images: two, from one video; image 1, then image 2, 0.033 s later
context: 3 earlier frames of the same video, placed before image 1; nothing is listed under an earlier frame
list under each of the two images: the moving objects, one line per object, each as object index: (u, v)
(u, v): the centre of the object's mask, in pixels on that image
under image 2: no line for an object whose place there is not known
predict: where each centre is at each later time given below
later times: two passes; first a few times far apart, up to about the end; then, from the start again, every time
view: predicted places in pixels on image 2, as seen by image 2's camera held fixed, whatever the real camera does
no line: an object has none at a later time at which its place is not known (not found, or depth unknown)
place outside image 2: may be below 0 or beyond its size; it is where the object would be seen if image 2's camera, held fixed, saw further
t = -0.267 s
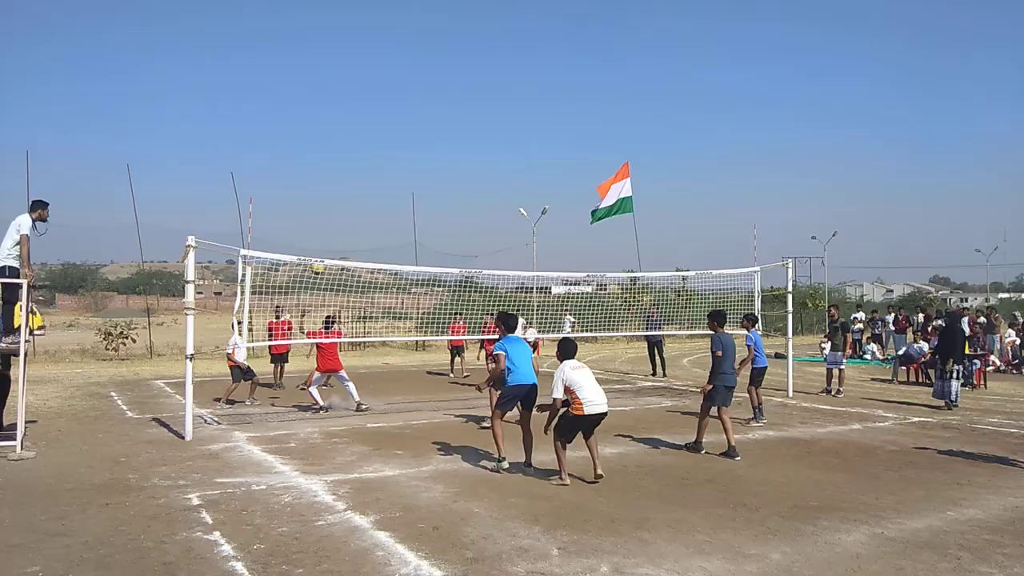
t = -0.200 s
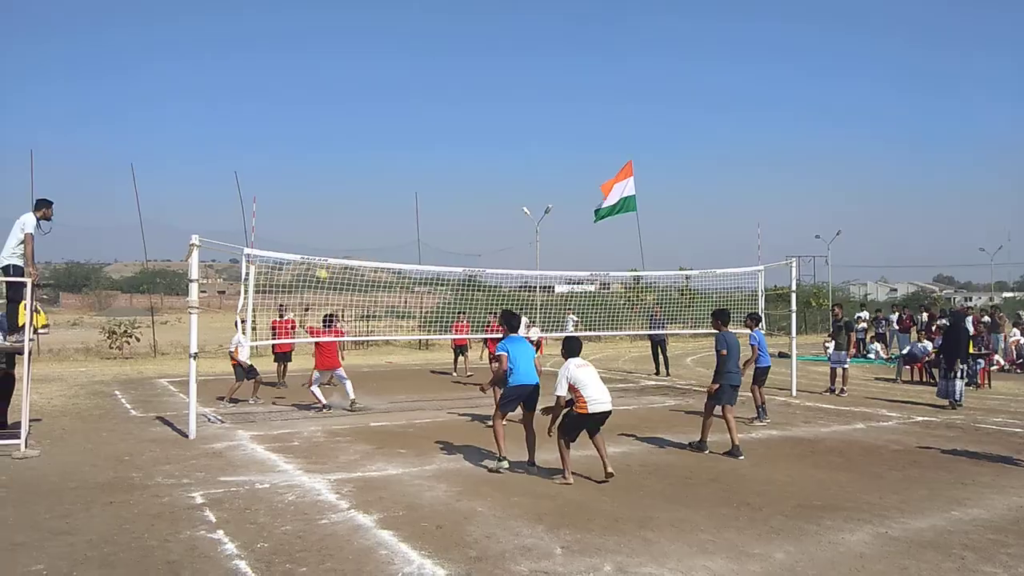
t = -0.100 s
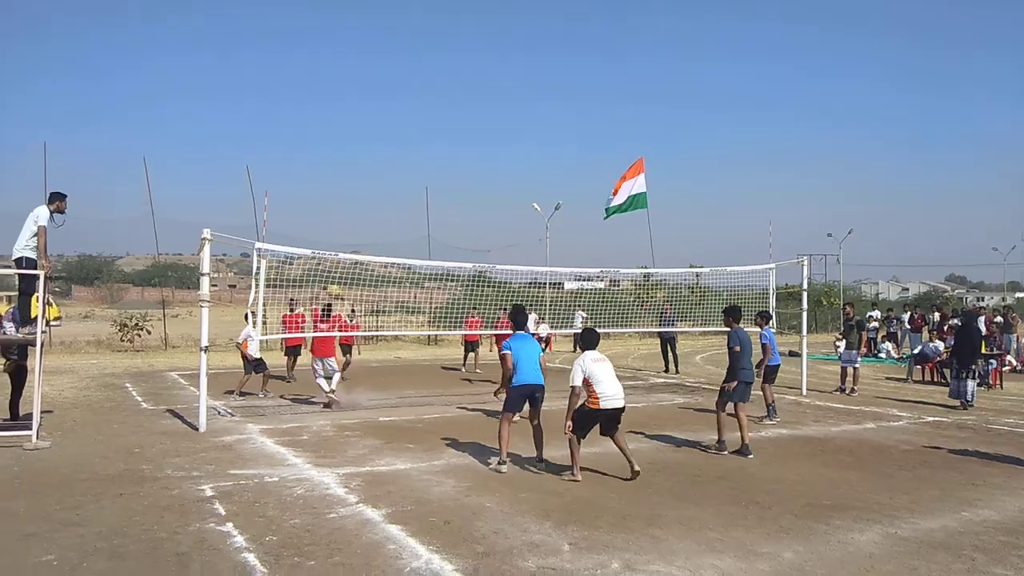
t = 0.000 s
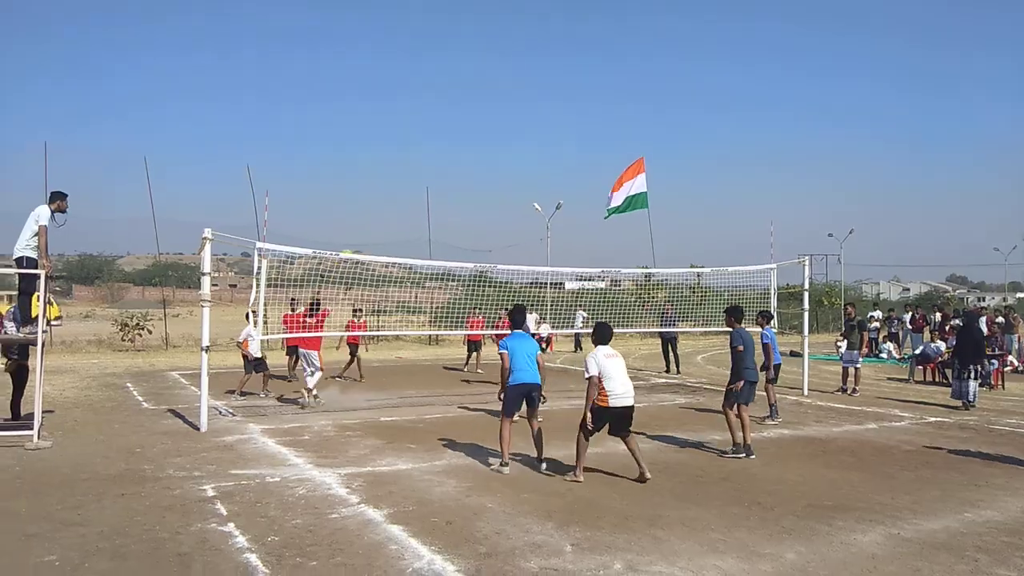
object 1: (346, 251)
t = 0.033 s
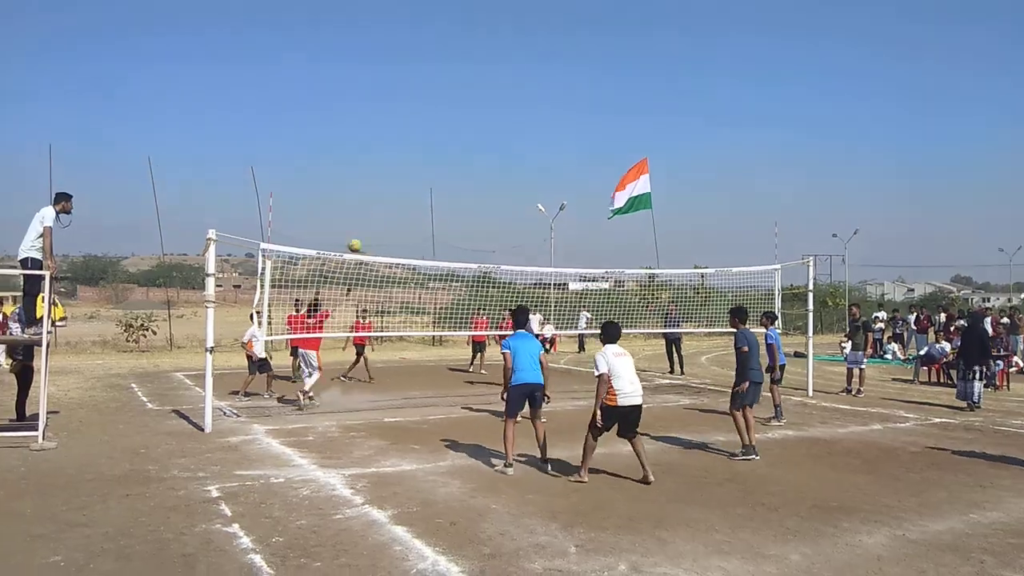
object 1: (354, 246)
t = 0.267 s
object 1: (384, 190)
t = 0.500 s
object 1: (411, 169)
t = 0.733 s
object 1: (438, 183)
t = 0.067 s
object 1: (359, 235)
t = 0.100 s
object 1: (363, 226)
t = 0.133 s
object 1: (368, 217)
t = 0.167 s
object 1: (372, 209)
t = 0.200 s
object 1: (376, 202)
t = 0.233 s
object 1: (380, 196)
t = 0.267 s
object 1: (384, 190)
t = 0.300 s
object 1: (388, 185)
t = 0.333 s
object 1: (392, 180)
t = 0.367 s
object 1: (396, 176)
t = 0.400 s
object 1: (400, 173)
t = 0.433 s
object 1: (404, 171)
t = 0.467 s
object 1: (408, 169)
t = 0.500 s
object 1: (411, 169)
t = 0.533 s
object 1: (415, 168)
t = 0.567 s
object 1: (419, 169)
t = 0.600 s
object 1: (423, 170)
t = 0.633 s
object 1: (426, 173)
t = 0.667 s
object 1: (430, 175)
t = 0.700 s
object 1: (434, 178)
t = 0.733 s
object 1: (438, 183)
